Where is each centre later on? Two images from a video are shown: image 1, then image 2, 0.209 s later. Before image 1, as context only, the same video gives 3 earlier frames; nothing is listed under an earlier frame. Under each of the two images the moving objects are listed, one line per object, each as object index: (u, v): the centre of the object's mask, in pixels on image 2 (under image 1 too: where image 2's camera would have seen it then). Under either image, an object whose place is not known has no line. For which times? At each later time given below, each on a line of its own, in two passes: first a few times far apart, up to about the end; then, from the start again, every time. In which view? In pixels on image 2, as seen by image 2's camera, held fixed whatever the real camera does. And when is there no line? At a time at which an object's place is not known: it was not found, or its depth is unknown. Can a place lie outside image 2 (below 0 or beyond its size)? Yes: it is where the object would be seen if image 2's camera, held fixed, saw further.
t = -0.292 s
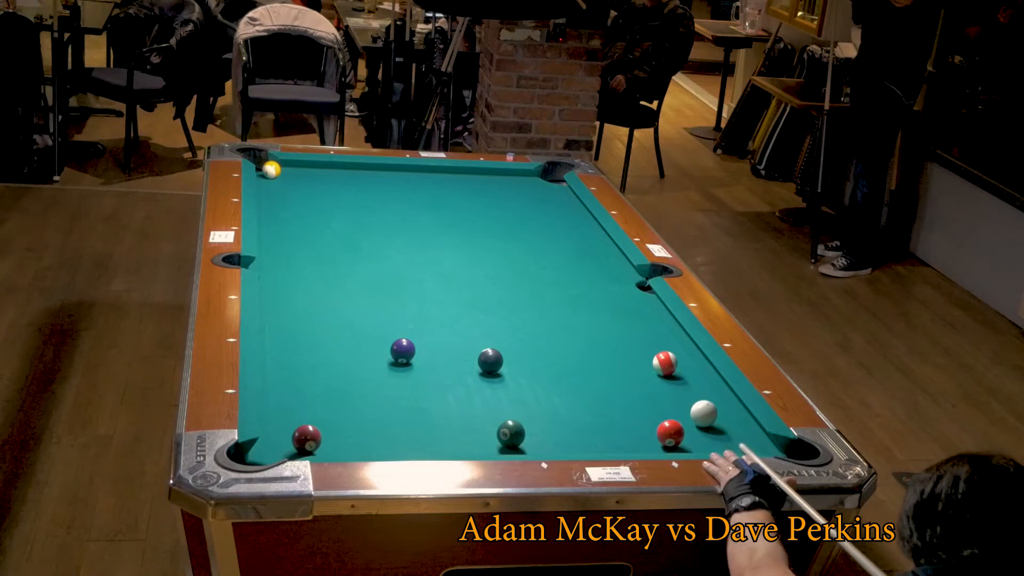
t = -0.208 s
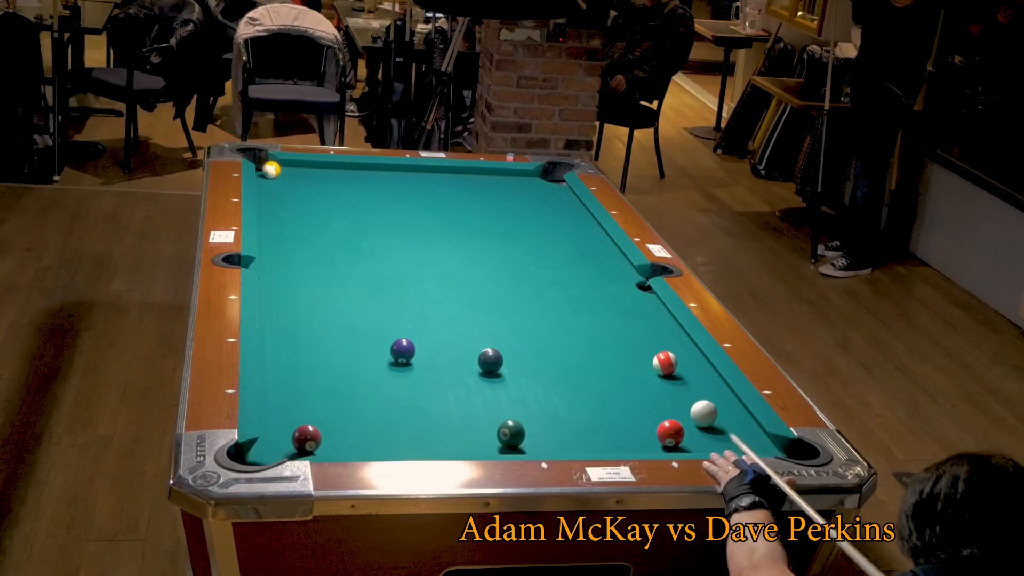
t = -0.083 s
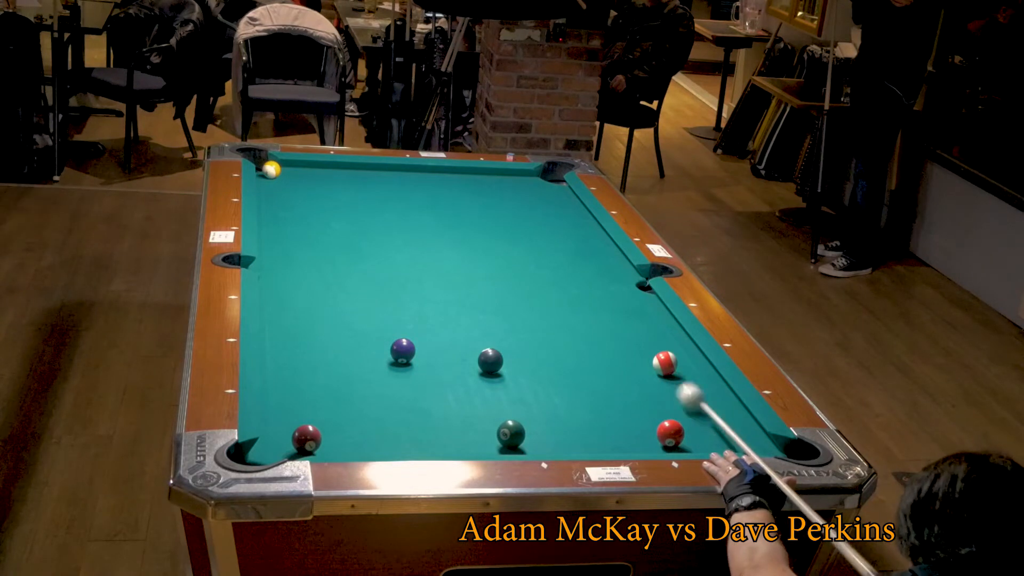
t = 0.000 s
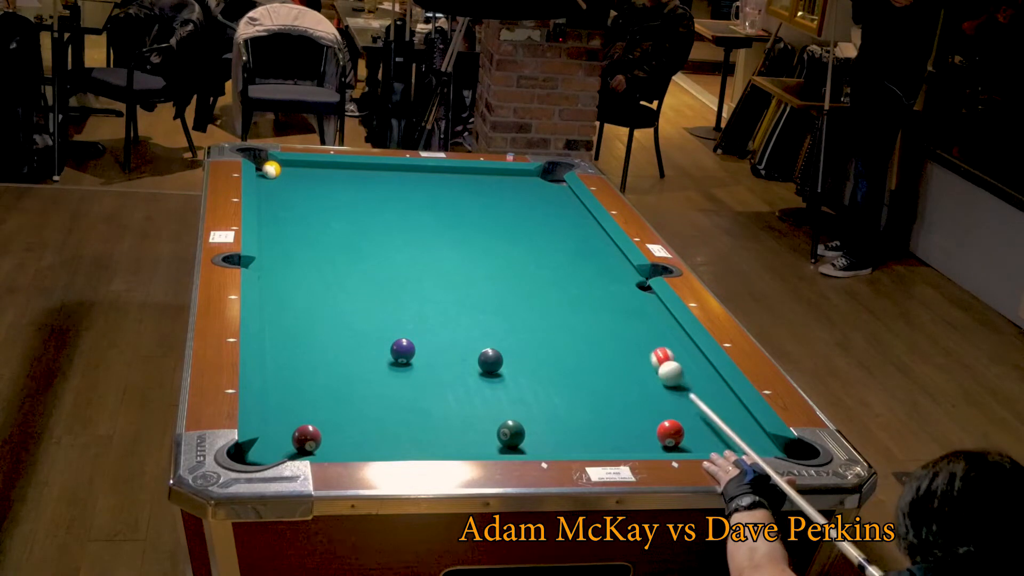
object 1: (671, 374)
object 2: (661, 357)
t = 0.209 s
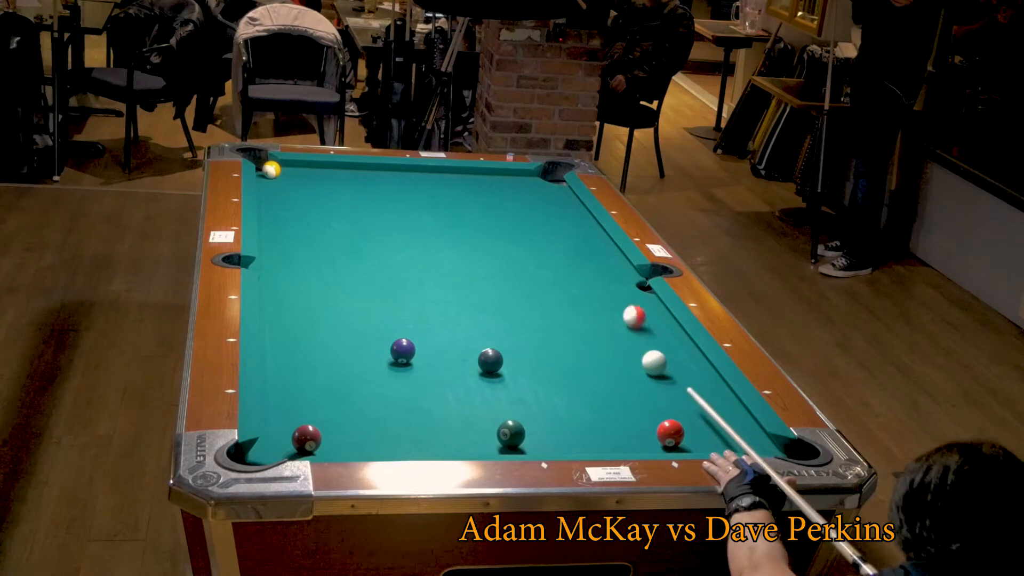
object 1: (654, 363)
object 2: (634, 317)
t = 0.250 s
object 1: (650, 360)
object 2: (629, 310)
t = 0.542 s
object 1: (625, 339)
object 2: (602, 269)
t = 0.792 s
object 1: (607, 324)
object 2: (582, 240)
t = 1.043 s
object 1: (590, 310)
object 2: (564, 215)
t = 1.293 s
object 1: (575, 298)
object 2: (548, 193)
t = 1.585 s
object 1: (560, 285)
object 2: (536, 174)
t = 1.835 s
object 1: (548, 276)
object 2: (553, 183)
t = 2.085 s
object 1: (538, 267)
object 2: (565, 192)
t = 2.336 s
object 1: (529, 259)
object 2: (566, 199)
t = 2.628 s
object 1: (520, 251)
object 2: (566, 207)
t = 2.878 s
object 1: (513, 245)
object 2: (567, 213)
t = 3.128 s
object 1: (508, 240)
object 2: (568, 218)
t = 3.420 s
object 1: (501, 235)
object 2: (568, 223)
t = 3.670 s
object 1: (497, 231)
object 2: (568, 228)
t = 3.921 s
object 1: (492, 228)
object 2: (567, 231)
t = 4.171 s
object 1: (489, 226)
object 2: (566, 234)
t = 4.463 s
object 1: (487, 224)
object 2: (564, 236)
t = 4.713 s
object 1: (484, 222)
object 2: (562, 237)
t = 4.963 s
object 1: (484, 222)
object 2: (561, 238)
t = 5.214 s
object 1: (484, 222)
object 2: (560, 238)
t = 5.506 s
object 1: (484, 222)
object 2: (561, 238)
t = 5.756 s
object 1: (484, 222)
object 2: (561, 238)
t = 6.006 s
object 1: (484, 222)
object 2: (561, 238)
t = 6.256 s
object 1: (484, 222)
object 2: (561, 238)
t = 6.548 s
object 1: (484, 222)
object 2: (561, 238)
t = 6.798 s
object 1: (484, 222)
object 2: (561, 238)
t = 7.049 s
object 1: (484, 222)
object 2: (561, 238)
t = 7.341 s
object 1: (484, 222)
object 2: (561, 238)
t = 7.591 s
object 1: (484, 222)
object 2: (561, 238)
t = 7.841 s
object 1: (484, 222)
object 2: (561, 238)
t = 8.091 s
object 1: (484, 222)
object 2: (561, 238)
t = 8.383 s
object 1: (484, 222)
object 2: (561, 238)
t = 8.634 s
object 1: (484, 222)
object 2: (561, 238)
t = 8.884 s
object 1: (484, 222)
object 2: (561, 238)
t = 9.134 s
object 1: (484, 222)
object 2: (561, 238)
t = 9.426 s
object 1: (484, 222)
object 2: (561, 238)
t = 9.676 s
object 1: (484, 222)
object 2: (561, 238)
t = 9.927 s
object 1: (484, 222)
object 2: (561, 238)
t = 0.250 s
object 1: (650, 360)
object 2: (629, 310)
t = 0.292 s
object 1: (646, 357)
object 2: (625, 304)
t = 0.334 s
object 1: (643, 353)
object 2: (621, 298)
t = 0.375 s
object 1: (639, 351)
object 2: (617, 292)
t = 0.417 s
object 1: (636, 348)
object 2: (613, 286)
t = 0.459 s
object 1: (632, 345)
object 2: (610, 280)
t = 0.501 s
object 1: (629, 342)
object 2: (606, 275)
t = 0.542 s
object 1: (625, 339)
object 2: (602, 269)
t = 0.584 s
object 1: (622, 337)
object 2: (598, 264)
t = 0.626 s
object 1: (619, 334)
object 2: (595, 259)
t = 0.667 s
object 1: (616, 332)
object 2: (592, 254)
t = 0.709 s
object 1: (613, 329)
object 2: (589, 249)
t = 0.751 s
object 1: (609, 326)
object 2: (585, 245)
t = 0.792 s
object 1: (607, 324)
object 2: (582, 240)
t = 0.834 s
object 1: (604, 322)
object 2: (579, 236)
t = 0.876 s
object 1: (601, 319)
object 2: (576, 231)
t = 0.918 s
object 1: (598, 317)
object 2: (573, 227)
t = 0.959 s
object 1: (595, 315)
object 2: (570, 223)
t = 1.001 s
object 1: (593, 313)
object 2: (567, 219)
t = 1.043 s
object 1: (590, 310)
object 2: (564, 215)
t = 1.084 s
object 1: (587, 308)
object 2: (561, 211)
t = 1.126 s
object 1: (585, 306)
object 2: (559, 207)
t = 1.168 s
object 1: (582, 304)
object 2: (556, 203)
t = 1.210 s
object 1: (580, 302)
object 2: (554, 200)
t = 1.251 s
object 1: (577, 300)
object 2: (551, 196)
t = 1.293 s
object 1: (575, 298)
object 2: (548, 193)
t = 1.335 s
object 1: (573, 296)
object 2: (546, 189)
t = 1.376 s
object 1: (570, 294)
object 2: (543, 186)
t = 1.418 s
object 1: (568, 292)
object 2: (541, 183)
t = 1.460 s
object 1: (566, 291)
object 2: (539, 179)
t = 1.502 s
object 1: (564, 289)
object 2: (537, 176)
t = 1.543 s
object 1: (562, 287)
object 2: (534, 173)
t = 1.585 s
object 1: (560, 285)
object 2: (536, 174)
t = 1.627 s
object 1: (558, 284)
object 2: (539, 176)
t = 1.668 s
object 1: (556, 282)
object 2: (542, 177)
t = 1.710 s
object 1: (554, 280)
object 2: (545, 179)
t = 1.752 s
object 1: (552, 279)
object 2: (547, 180)
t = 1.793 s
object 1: (550, 277)
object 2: (550, 182)
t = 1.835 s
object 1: (548, 276)
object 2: (553, 183)
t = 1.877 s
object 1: (546, 274)
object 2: (555, 185)
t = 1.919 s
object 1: (545, 273)
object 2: (558, 187)
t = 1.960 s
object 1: (543, 271)
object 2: (560, 188)
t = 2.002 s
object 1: (541, 270)
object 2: (563, 190)
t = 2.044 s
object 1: (539, 268)
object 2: (565, 191)
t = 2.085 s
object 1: (538, 267)
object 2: (565, 192)
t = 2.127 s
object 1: (536, 266)
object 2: (565, 193)
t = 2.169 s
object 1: (534, 264)
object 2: (565, 195)
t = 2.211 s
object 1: (533, 263)
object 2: (566, 196)
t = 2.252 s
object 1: (531, 262)
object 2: (566, 197)
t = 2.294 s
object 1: (530, 261)
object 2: (566, 198)
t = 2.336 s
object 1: (529, 259)
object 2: (566, 199)
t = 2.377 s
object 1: (527, 258)
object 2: (566, 200)
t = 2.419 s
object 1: (526, 257)
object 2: (566, 201)
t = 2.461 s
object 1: (525, 256)
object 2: (566, 203)
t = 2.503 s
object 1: (523, 255)
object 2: (566, 203)
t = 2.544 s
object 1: (522, 254)
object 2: (566, 205)
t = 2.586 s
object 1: (521, 252)
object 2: (566, 205)
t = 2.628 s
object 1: (520, 251)
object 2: (566, 207)
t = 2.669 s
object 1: (518, 250)
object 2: (566, 208)
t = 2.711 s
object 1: (517, 249)
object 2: (566, 209)
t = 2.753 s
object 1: (516, 248)
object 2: (567, 209)
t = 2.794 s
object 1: (515, 247)
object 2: (566, 210)
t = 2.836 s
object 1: (514, 246)
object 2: (567, 212)
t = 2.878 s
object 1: (513, 245)
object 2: (567, 213)
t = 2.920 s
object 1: (512, 244)
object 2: (567, 214)
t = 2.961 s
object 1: (511, 244)
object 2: (567, 214)
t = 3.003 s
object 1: (510, 243)
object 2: (567, 215)
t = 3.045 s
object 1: (509, 242)
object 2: (567, 216)
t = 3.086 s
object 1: (508, 241)
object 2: (568, 217)
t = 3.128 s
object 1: (508, 240)
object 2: (568, 218)
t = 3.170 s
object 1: (507, 239)
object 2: (568, 219)
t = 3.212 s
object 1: (506, 239)
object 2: (568, 220)
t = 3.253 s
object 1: (505, 238)
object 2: (568, 221)
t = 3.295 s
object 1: (504, 237)
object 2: (568, 221)
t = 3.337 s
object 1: (503, 237)
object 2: (568, 222)
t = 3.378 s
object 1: (502, 236)
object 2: (568, 223)
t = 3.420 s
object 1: (501, 235)
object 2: (568, 223)
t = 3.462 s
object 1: (501, 234)
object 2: (568, 224)
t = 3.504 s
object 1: (500, 234)
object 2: (568, 225)
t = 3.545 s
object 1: (499, 233)
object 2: (568, 226)
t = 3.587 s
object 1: (498, 233)
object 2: (568, 226)
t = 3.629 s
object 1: (497, 232)
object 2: (568, 227)
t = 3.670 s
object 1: (497, 231)
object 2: (568, 228)
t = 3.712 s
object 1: (496, 231)
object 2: (568, 228)
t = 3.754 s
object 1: (495, 230)
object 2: (567, 229)
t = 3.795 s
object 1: (494, 230)
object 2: (567, 230)
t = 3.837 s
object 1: (494, 229)
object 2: (567, 230)
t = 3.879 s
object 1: (493, 229)
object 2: (567, 231)
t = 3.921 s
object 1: (492, 228)
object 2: (567, 231)
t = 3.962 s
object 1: (492, 228)
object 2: (567, 232)
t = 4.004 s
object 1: (491, 227)
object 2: (566, 232)
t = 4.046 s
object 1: (491, 227)
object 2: (566, 233)
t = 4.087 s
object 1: (490, 226)
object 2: (566, 233)
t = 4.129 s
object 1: (490, 226)
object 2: (566, 233)
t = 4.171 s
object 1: (489, 226)
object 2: (566, 234)
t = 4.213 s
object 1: (489, 225)
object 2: (566, 234)
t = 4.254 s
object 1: (488, 225)
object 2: (565, 235)
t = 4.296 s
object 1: (488, 225)
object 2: (565, 235)
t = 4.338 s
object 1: (488, 224)
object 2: (565, 235)
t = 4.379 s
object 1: (487, 224)
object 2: (565, 236)
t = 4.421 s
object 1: (487, 224)
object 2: (564, 236)
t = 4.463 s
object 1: (487, 224)
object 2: (564, 236)
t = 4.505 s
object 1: (486, 223)
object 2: (564, 236)
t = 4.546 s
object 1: (486, 223)
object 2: (563, 237)
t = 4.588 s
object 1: (485, 223)
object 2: (563, 237)
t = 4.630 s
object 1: (485, 223)
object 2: (563, 237)
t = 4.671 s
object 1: (485, 222)
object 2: (562, 237)
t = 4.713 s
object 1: (484, 222)
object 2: (562, 237)
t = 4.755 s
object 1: (484, 222)
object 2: (562, 237)
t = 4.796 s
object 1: (484, 222)
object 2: (562, 238)
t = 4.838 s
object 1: (484, 222)
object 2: (561, 238)
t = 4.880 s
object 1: (484, 222)
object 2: (561, 238)
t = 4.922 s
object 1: (484, 222)
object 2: (561, 238)
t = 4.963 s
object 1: (484, 222)
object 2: (561, 238)
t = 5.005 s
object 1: (484, 222)
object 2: (561, 238)
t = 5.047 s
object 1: (484, 222)
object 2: (560, 238)
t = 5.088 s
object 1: (484, 222)
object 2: (560, 238)
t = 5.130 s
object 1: (484, 222)
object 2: (560, 238)
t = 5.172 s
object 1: (484, 222)
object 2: (560, 238)
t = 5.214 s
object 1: (484, 222)
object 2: (560, 238)
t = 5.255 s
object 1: (484, 222)
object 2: (560, 238)
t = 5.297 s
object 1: (484, 222)
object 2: (560, 238)
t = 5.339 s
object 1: (484, 222)
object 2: (560, 238)
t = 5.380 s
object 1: (484, 222)
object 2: (560, 238)
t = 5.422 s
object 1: (484, 222)
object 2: (561, 238)
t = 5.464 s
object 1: (484, 222)
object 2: (561, 238)
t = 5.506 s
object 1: (484, 222)
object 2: (561, 238)
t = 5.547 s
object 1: (484, 222)
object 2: (561, 238)
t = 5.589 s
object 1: (484, 222)
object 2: (561, 238)
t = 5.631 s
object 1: (484, 222)
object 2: (561, 238)
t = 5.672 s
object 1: (484, 222)
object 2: (561, 238)
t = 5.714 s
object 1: (484, 222)
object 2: (561, 238)
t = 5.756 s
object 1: (484, 222)
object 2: (561, 238)
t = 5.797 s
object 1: (484, 222)
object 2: (561, 238)
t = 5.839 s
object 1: (484, 222)
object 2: (561, 238)
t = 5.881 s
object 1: (484, 222)
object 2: (561, 238)
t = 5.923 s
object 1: (484, 222)
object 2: (561, 238)
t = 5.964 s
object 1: (484, 222)
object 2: (561, 238)
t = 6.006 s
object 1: (484, 222)
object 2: (561, 238)
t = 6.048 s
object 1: (484, 222)
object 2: (561, 238)
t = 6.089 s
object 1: (484, 222)
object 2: (561, 238)
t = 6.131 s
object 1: (484, 222)
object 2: (561, 238)
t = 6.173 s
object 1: (484, 222)
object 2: (561, 238)
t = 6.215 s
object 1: (484, 222)
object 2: (561, 238)
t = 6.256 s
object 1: (484, 222)
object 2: (561, 238)
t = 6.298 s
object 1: (484, 222)
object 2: (561, 238)
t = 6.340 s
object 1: (484, 222)
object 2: (561, 238)
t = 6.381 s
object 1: (484, 222)
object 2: (561, 238)
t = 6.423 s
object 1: (484, 222)
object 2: (561, 238)
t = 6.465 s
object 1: (484, 222)
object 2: (561, 238)
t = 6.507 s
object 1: (484, 222)
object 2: (561, 238)
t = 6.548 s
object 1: (484, 222)
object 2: (561, 238)
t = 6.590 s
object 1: (484, 222)
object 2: (561, 238)
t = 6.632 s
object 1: (484, 222)
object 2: (561, 238)
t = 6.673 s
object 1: (484, 222)
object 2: (561, 238)
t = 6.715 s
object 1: (484, 222)
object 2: (561, 238)
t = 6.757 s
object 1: (484, 222)
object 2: (561, 238)
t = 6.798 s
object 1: (484, 222)
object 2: (561, 238)
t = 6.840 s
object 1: (484, 222)
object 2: (561, 238)
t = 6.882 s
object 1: (484, 222)
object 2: (561, 238)
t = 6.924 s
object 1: (484, 222)
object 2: (561, 238)
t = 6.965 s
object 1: (484, 222)
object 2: (561, 238)
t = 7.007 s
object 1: (484, 222)
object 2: (561, 238)
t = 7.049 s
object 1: (484, 222)
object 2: (561, 238)
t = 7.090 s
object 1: (484, 222)
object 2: (561, 238)
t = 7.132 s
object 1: (484, 222)
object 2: (561, 238)
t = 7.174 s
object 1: (484, 222)
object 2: (561, 238)
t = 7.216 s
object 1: (484, 222)
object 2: (561, 238)
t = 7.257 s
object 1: (484, 222)
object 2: (561, 238)
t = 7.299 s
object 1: (484, 222)
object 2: (561, 238)
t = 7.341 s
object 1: (484, 222)
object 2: (561, 238)
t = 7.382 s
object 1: (484, 222)
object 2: (561, 238)
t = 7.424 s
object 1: (484, 222)
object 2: (561, 238)
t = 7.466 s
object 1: (484, 222)
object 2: (561, 238)
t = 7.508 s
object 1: (484, 222)
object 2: (561, 238)
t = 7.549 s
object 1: (484, 222)
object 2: (561, 238)
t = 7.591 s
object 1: (484, 222)
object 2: (561, 238)
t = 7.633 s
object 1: (484, 222)
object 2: (561, 238)
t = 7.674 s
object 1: (484, 222)
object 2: (561, 238)
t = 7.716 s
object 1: (484, 222)
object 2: (561, 238)
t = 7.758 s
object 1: (484, 222)
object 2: (561, 238)
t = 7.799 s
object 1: (484, 222)
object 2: (561, 238)
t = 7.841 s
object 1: (484, 222)
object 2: (561, 238)
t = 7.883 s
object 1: (484, 222)
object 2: (561, 238)
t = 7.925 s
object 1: (484, 222)
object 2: (561, 238)
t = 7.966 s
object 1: (484, 222)
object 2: (561, 238)
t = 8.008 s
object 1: (484, 222)
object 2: (561, 238)
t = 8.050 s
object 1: (484, 222)
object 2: (561, 238)
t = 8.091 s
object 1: (484, 222)
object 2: (561, 238)
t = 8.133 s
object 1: (484, 222)
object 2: (561, 238)
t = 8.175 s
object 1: (484, 222)
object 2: (561, 238)
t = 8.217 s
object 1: (484, 222)
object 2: (561, 238)
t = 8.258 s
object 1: (484, 222)
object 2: (561, 238)
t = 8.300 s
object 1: (484, 222)
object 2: (561, 238)
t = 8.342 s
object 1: (484, 222)
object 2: (561, 238)
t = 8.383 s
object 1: (484, 222)
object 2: (561, 238)
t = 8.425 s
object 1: (484, 222)
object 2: (561, 238)
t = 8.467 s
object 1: (484, 222)
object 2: (561, 238)
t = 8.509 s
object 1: (484, 222)
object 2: (561, 238)
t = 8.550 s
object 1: (484, 222)
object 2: (561, 238)
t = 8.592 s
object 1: (484, 222)
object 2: (561, 238)
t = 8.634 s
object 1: (484, 222)
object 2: (561, 238)
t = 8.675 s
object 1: (484, 222)
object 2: (561, 238)
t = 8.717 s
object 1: (484, 222)
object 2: (561, 238)
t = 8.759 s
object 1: (484, 222)
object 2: (561, 238)
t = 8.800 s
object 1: (484, 222)
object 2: (561, 238)
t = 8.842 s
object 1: (484, 222)
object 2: (561, 238)
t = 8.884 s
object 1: (484, 222)
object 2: (561, 238)
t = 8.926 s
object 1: (484, 222)
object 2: (561, 238)
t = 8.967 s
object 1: (484, 222)
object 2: (561, 238)
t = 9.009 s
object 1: (484, 222)
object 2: (561, 238)
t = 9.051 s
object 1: (484, 222)
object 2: (561, 238)
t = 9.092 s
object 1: (484, 222)
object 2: (561, 238)
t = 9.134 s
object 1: (484, 222)
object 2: (561, 238)
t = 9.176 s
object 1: (484, 222)
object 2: (561, 238)
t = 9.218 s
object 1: (484, 222)
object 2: (561, 238)
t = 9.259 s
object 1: (484, 222)
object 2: (561, 238)
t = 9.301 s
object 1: (484, 222)
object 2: (561, 238)
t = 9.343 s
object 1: (484, 222)
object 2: (561, 238)
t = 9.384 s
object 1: (484, 222)
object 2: (561, 238)
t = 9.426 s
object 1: (484, 222)
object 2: (561, 238)
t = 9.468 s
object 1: (484, 222)
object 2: (561, 238)
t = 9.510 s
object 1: (484, 222)
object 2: (561, 238)
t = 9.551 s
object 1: (484, 222)
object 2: (561, 238)
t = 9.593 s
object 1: (484, 222)
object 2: (561, 238)
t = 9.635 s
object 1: (484, 222)
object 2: (561, 238)
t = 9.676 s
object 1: (484, 222)
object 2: (561, 238)
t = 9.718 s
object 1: (484, 222)
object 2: (561, 238)
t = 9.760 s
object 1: (484, 222)
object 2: (561, 238)
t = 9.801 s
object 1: (484, 222)
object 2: (561, 238)
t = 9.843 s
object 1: (484, 222)
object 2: (561, 238)
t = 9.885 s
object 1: (484, 222)
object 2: (561, 238)
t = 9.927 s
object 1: (484, 222)
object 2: (561, 238)
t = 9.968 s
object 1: (484, 222)
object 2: (561, 238)
